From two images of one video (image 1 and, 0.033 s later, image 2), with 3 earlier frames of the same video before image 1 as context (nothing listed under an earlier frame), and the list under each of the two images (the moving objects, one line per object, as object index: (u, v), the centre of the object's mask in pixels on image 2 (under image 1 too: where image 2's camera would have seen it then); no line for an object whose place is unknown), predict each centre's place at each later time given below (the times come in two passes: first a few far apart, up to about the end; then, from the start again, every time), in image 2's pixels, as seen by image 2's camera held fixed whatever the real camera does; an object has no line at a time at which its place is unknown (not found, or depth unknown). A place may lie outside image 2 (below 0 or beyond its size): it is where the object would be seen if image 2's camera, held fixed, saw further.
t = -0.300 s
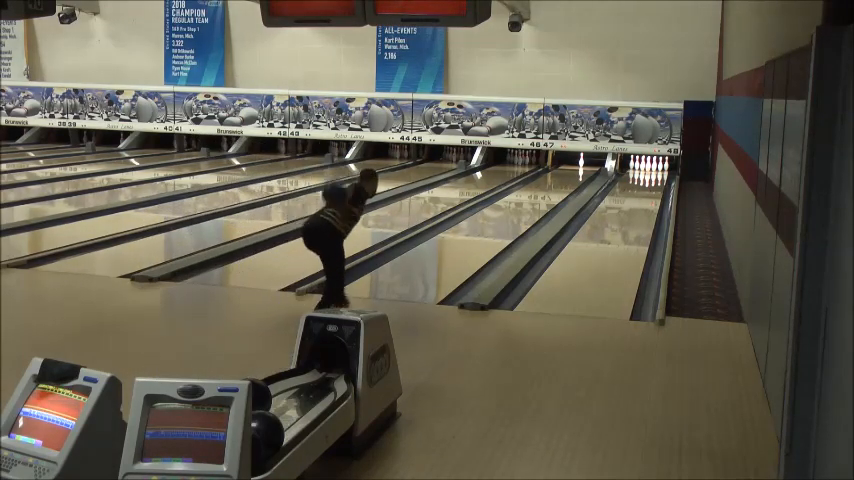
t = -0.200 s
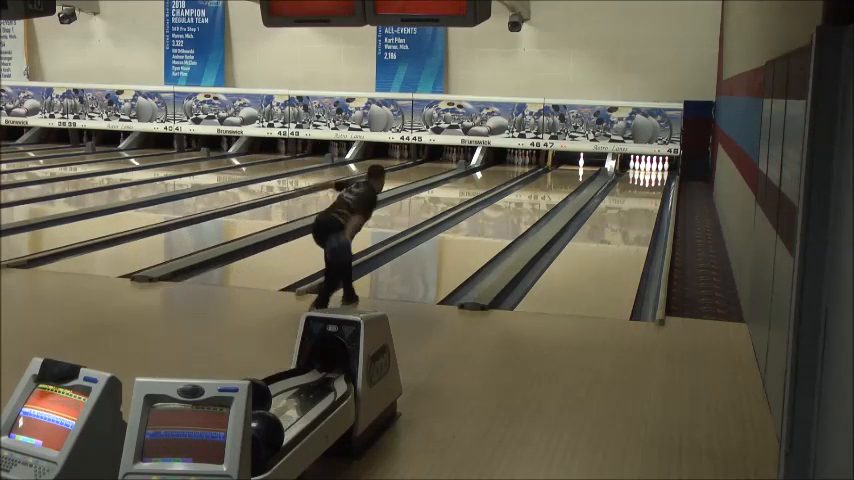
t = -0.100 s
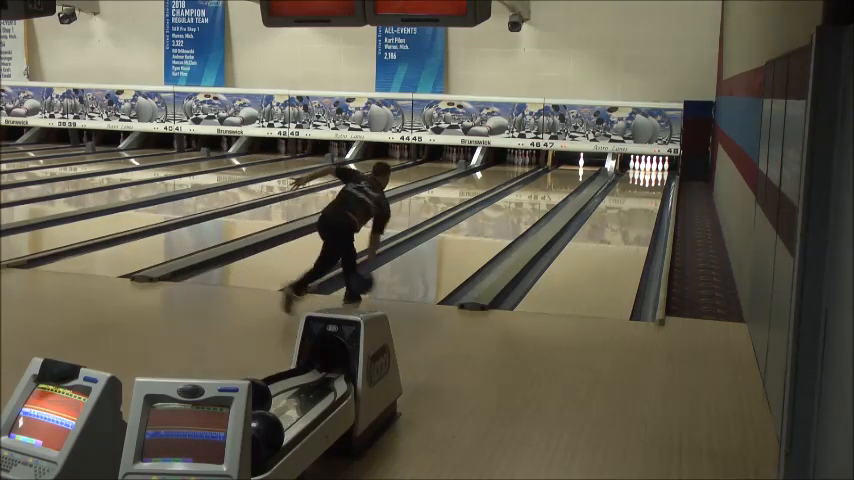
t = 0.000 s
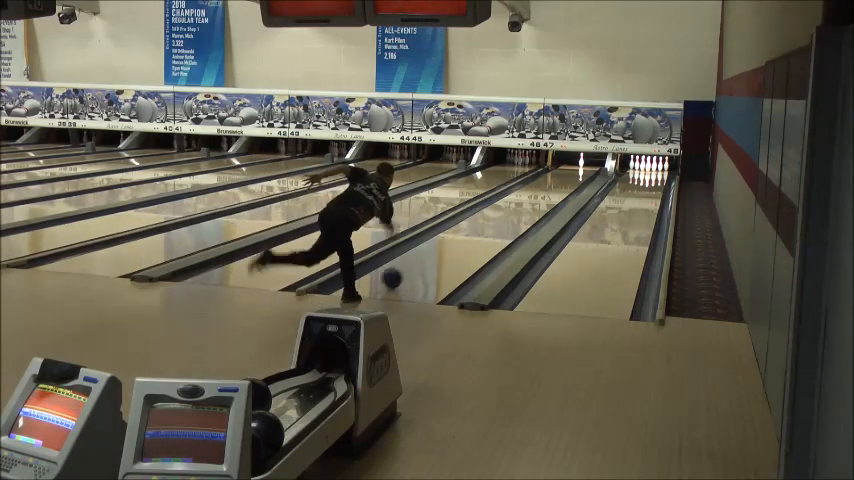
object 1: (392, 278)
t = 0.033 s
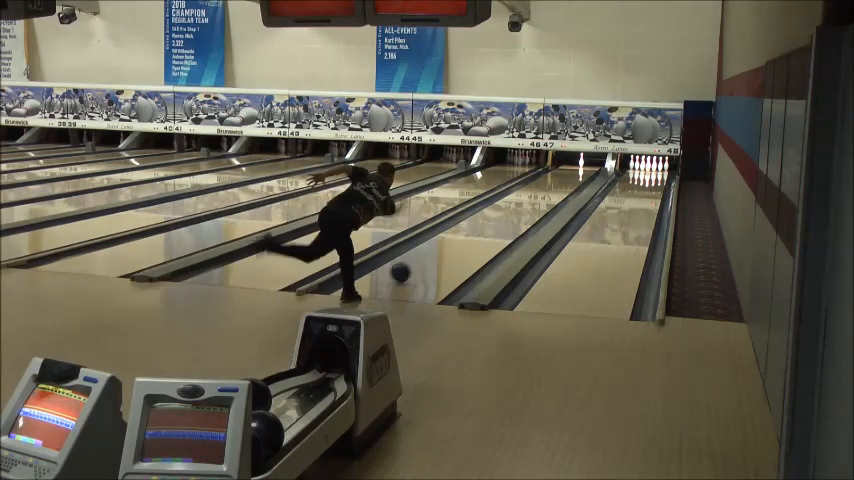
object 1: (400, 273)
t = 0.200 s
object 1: (436, 251)
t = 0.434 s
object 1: (473, 229)
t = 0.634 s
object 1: (497, 214)
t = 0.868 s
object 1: (519, 200)
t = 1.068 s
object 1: (533, 190)
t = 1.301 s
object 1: (547, 182)
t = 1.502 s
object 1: (557, 175)
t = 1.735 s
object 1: (565, 169)
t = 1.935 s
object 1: (571, 165)
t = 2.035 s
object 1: (573, 163)
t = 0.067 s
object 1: (408, 268)
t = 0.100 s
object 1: (415, 264)
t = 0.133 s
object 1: (423, 260)
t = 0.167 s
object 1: (429, 256)
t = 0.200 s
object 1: (436, 251)
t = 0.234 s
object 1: (442, 248)
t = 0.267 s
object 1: (448, 244)
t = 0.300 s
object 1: (454, 240)
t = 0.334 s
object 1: (459, 237)
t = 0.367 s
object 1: (464, 234)
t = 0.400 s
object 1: (469, 231)
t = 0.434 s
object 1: (473, 229)
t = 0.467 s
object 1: (478, 226)
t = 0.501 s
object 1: (482, 223)
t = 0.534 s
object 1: (486, 221)
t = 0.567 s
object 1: (490, 218)
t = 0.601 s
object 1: (494, 216)
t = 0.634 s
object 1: (497, 214)
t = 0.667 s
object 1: (501, 211)
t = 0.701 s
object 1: (504, 209)
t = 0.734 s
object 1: (507, 207)
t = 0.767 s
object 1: (510, 205)
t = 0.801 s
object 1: (513, 203)
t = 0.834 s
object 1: (516, 201)
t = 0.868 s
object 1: (519, 200)
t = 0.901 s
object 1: (521, 198)
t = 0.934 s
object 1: (524, 196)
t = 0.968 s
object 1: (527, 195)
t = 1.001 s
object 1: (529, 193)
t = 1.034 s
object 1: (531, 192)
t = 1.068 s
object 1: (533, 190)
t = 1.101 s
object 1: (536, 189)
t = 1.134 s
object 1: (538, 188)
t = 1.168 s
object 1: (540, 186)
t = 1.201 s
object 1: (542, 185)
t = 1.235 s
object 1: (544, 184)
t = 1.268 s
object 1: (546, 183)
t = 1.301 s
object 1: (547, 182)
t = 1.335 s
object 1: (549, 181)
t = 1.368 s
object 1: (551, 180)
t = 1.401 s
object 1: (552, 179)
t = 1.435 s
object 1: (554, 177)
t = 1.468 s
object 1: (555, 176)
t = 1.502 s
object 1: (557, 175)
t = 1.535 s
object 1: (558, 175)
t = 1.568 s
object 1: (559, 174)
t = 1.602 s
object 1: (561, 173)
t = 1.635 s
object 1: (562, 172)
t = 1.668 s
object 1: (563, 171)
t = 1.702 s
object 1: (564, 170)
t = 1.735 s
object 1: (565, 169)
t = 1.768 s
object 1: (566, 168)
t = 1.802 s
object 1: (567, 167)
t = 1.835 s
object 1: (568, 167)
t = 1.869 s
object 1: (570, 166)
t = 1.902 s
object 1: (570, 166)
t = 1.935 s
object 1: (571, 165)
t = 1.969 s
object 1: (572, 164)
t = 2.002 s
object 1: (573, 163)
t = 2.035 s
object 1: (573, 163)
